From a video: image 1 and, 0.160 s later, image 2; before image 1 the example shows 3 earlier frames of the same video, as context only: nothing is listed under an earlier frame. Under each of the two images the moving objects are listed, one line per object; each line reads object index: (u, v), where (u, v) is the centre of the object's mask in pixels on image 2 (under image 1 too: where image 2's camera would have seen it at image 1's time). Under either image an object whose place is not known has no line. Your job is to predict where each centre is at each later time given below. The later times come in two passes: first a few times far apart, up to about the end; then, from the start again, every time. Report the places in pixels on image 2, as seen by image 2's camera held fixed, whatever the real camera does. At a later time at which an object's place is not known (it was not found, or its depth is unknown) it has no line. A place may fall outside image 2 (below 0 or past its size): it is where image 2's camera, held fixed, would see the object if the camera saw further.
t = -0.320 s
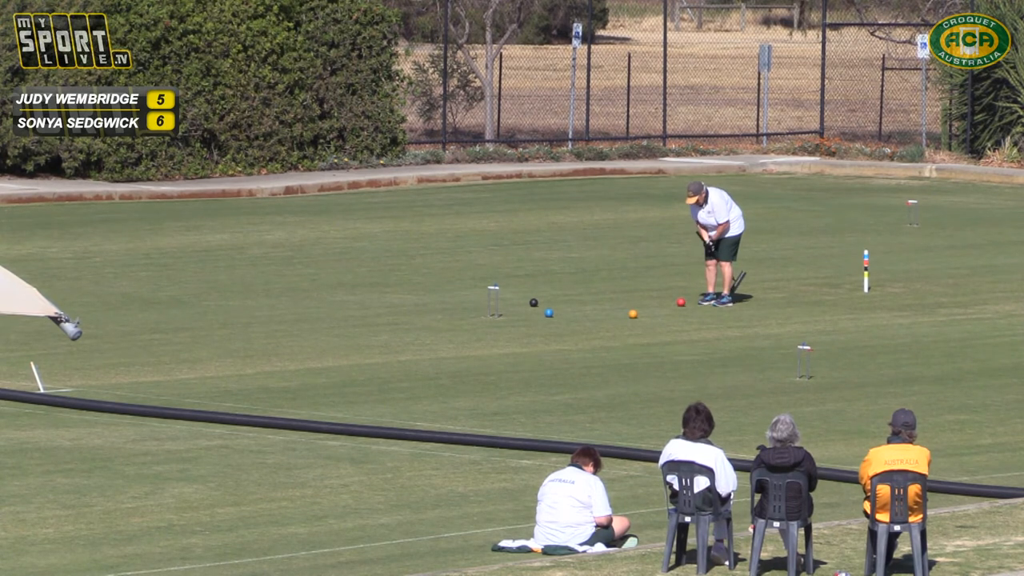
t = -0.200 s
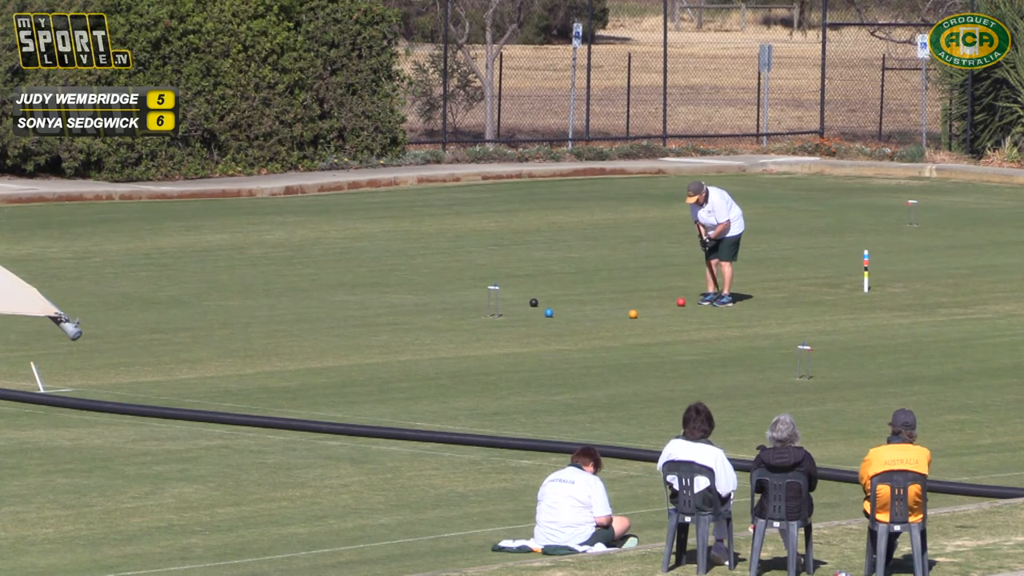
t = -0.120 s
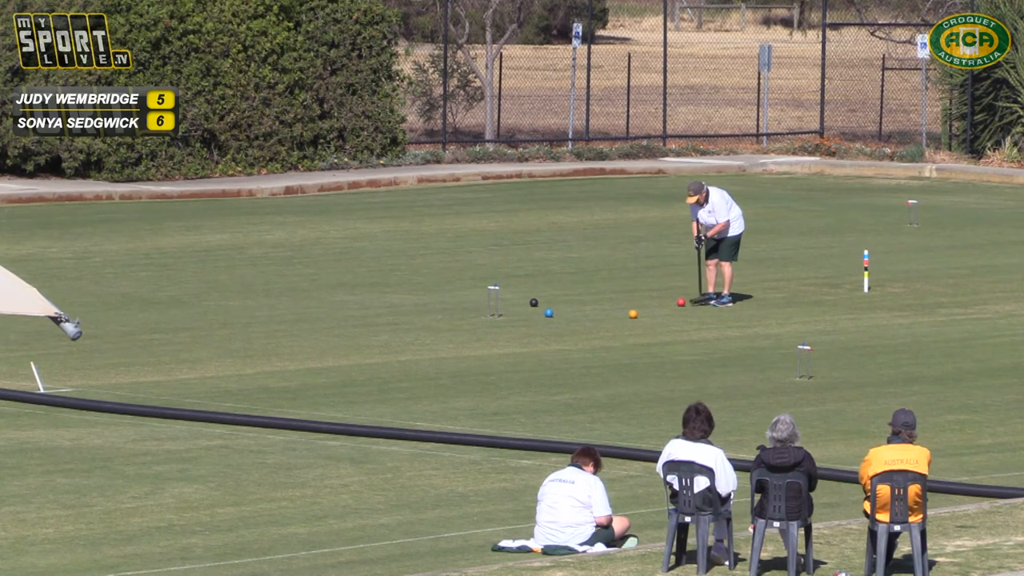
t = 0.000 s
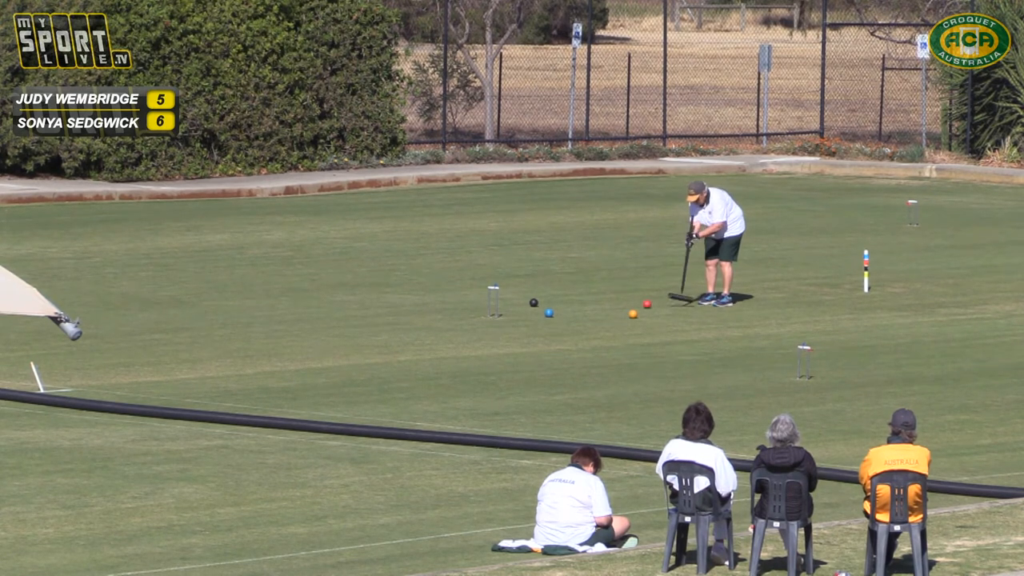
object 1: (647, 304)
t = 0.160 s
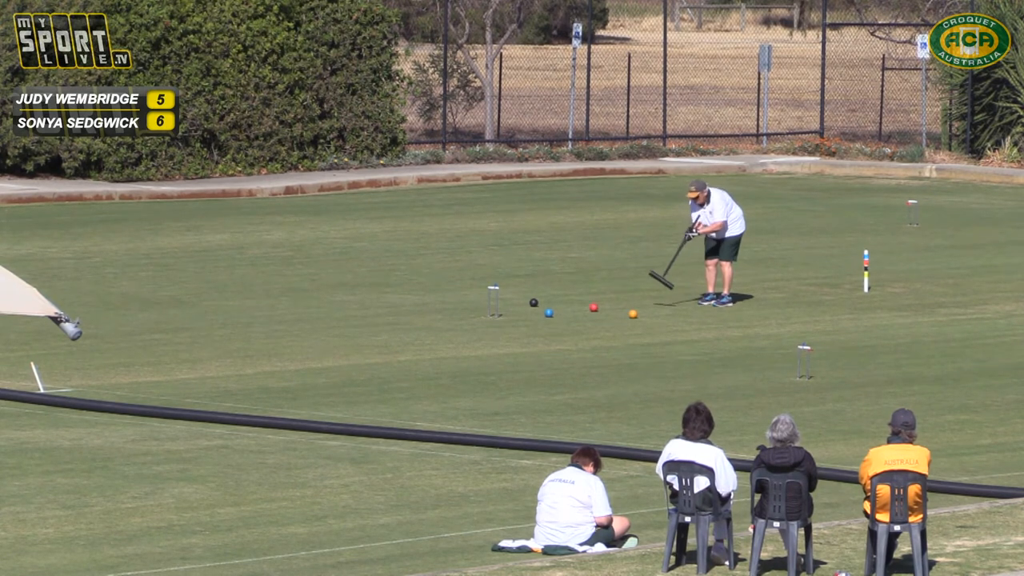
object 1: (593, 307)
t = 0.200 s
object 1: (581, 308)
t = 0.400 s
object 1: (524, 312)
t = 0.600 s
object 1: (478, 314)
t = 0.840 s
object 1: (432, 318)
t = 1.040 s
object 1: (394, 321)
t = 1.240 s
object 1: (356, 324)
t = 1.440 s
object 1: (320, 326)
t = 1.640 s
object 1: (284, 329)
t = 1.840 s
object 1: (249, 331)
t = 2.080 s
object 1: (208, 334)
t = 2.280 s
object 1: (174, 337)
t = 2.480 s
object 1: (141, 339)
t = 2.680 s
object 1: (110, 342)
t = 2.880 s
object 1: (79, 345)
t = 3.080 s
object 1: (50, 347)
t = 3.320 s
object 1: (16, 349)
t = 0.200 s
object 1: (581, 308)
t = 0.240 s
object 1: (569, 309)
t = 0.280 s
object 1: (557, 310)
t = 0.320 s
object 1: (544, 309)
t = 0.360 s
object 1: (534, 311)
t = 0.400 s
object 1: (524, 312)
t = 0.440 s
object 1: (513, 312)
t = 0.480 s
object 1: (502, 312)
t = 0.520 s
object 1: (492, 313)
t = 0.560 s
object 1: (485, 314)
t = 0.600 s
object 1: (478, 314)
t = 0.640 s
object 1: (470, 315)
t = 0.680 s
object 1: (463, 316)
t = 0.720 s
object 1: (454, 316)
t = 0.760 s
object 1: (447, 317)
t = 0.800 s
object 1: (439, 318)
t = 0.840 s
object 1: (432, 318)
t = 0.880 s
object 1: (424, 319)
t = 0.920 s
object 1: (417, 320)
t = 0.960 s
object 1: (409, 320)
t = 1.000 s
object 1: (402, 321)
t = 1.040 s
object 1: (394, 321)
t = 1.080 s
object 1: (387, 322)
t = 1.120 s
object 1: (379, 322)
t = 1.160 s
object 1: (372, 323)
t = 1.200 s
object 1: (364, 323)
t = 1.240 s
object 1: (356, 324)
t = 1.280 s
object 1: (349, 325)
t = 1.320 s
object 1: (342, 325)
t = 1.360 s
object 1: (334, 325)
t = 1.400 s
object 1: (327, 326)
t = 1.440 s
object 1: (320, 326)
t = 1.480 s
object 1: (313, 327)
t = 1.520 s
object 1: (305, 327)
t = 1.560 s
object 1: (298, 328)
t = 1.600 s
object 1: (291, 328)
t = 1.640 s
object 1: (284, 329)
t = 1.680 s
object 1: (277, 329)
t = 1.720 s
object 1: (270, 330)
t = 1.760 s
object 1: (263, 330)
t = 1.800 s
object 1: (256, 331)
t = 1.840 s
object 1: (249, 331)
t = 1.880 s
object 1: (242, 332)
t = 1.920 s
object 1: (235, 332)
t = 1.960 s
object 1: (229, 333)
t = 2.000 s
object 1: (221, 333)
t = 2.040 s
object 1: (214, 334)
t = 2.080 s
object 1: (208, 334)
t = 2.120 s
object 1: (201, 335)
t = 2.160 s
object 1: (194, 335)
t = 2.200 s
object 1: (187, 336)
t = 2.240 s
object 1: (181, 336)
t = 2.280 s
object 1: (174, 337)
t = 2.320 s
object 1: (168, 338)
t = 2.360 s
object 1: (161, 338)
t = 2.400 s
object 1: (154, 338)
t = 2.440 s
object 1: (148, 339)
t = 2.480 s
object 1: (141, 339)
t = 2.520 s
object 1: (135, 340)
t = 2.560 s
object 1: (129, 340)
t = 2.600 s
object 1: (122, 341)
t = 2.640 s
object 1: (116, 341)
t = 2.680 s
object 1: (110, 342)
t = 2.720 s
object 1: (103, 342)
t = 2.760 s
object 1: (97, 343)
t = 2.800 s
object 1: (91, 344)
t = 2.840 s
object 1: (85, 344)
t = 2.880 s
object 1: (79, 345)
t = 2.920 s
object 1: (73, 345)
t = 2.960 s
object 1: (68, 346)
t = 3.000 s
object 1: (61, 346)
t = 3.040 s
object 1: (55, 346)
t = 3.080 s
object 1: (50, 347)
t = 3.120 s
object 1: (44, 347)
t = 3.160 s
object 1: (38, 348)
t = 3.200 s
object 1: (32, 348)
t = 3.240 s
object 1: (27, 349)
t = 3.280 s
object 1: (22, 349)
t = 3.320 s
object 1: (16, 349)
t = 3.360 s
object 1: (11, 350)
